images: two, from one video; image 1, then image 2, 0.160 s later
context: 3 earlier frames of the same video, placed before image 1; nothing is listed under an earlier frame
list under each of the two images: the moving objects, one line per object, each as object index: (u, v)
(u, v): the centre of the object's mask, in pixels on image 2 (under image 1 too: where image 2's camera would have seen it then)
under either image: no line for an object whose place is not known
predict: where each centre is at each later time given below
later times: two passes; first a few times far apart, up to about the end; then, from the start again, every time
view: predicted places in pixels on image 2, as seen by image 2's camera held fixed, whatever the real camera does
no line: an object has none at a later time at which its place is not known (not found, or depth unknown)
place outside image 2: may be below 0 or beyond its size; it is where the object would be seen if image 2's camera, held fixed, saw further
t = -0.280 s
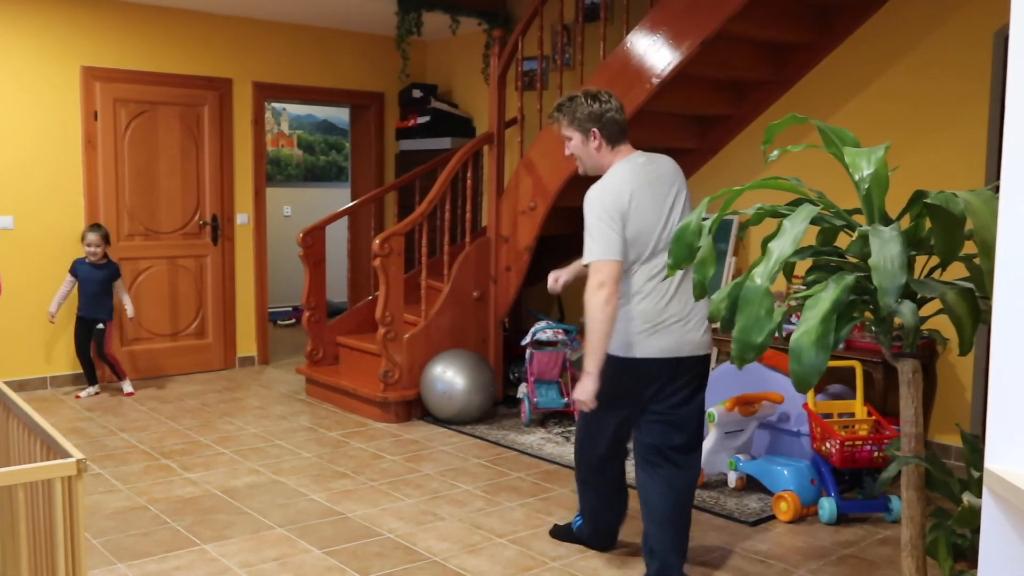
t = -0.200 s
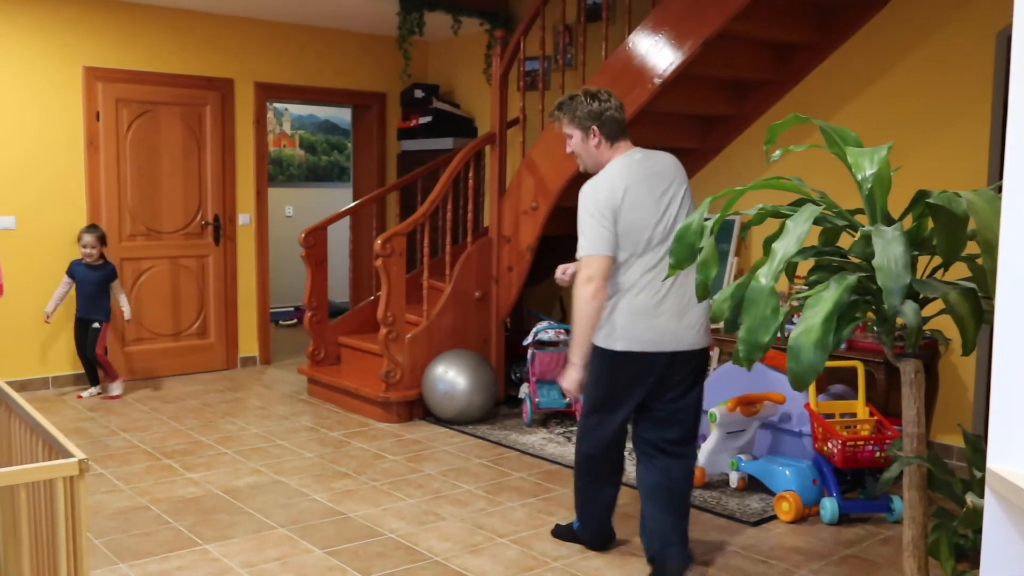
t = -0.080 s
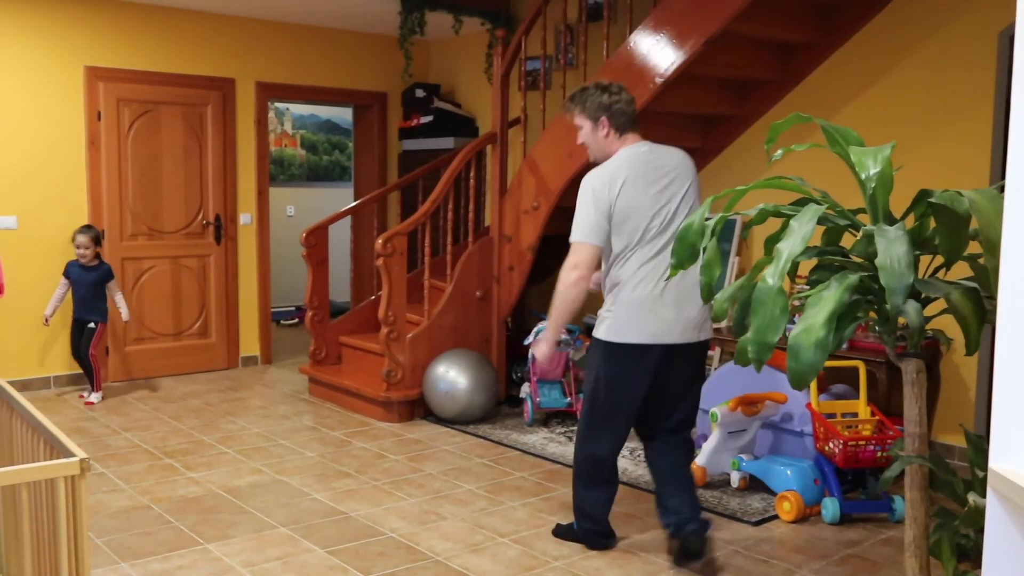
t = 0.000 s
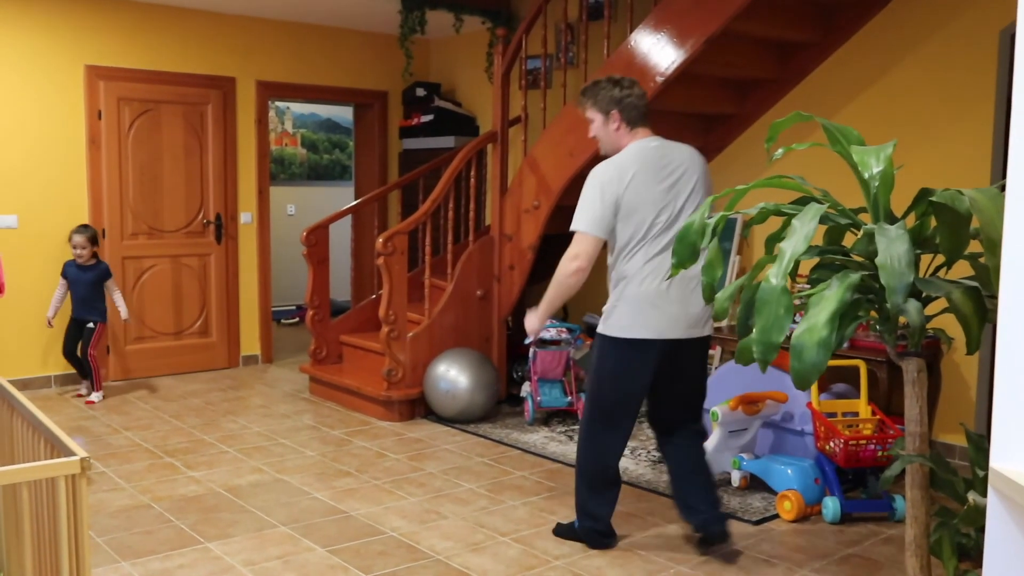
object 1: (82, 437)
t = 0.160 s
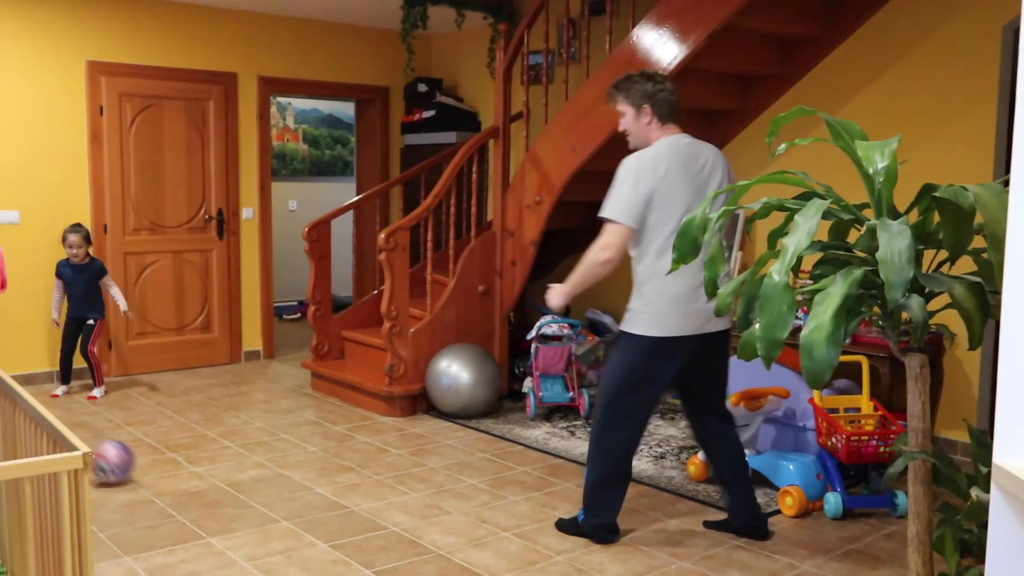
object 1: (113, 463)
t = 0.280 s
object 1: (140, 463)
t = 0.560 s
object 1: (206, 478)
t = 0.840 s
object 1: (274, 491)
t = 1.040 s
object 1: (326, 500)
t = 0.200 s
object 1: (122, 462)
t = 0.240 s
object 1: (131, 460)
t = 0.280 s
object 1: (140, 463)
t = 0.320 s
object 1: (149, 469)
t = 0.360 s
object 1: (159, 471)
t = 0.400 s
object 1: (168, 470)
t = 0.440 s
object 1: (178, 472)
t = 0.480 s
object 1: (187, 477)
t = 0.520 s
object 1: (196, 477)
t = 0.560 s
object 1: (206, 478)
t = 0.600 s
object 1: (216, 481)
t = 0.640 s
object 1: (225, 481)
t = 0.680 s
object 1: (235, 484)
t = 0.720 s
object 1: (245, 485)
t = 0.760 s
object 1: (254, 488)
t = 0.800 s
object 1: (265, 489)
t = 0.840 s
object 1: (274, 491)
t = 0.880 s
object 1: (284, 493)
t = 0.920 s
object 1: (294, 495)
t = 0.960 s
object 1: (305, 497)
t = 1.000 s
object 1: (315, 498)
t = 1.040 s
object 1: (326, 500)
